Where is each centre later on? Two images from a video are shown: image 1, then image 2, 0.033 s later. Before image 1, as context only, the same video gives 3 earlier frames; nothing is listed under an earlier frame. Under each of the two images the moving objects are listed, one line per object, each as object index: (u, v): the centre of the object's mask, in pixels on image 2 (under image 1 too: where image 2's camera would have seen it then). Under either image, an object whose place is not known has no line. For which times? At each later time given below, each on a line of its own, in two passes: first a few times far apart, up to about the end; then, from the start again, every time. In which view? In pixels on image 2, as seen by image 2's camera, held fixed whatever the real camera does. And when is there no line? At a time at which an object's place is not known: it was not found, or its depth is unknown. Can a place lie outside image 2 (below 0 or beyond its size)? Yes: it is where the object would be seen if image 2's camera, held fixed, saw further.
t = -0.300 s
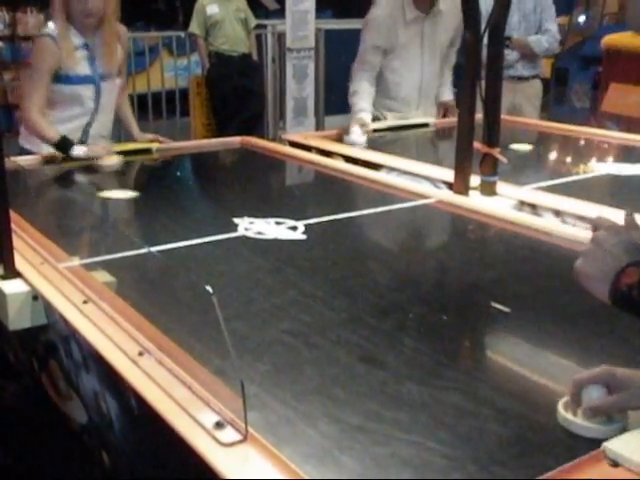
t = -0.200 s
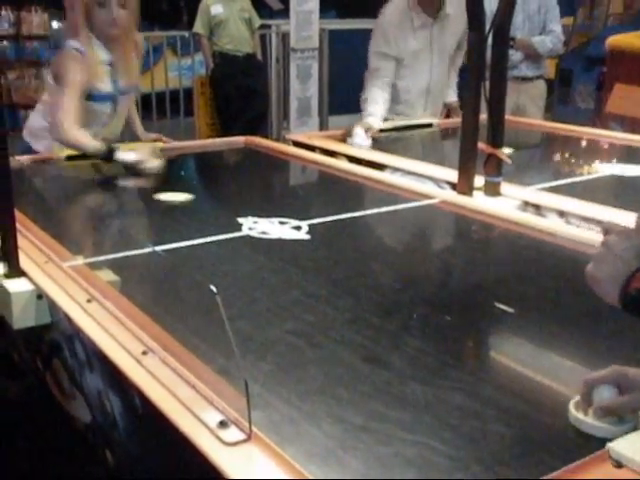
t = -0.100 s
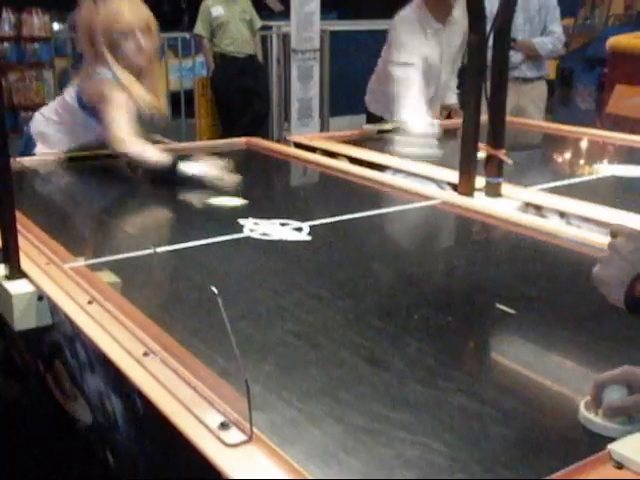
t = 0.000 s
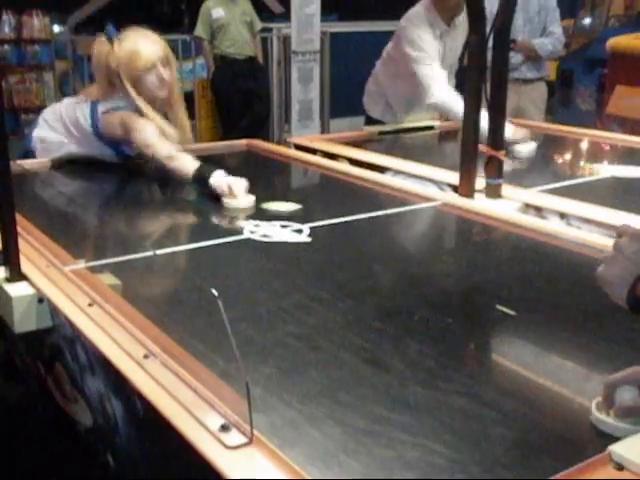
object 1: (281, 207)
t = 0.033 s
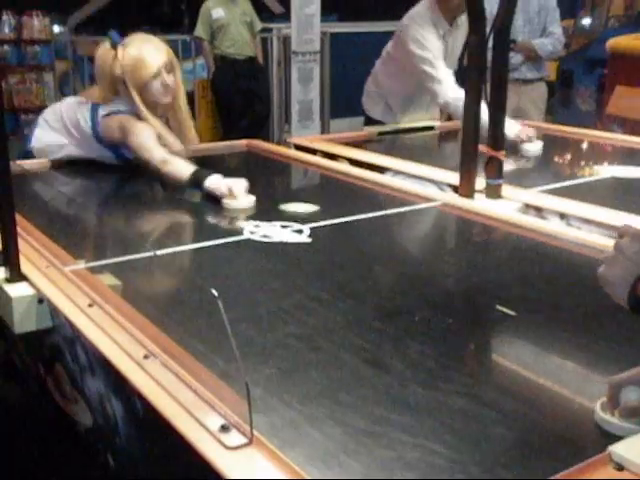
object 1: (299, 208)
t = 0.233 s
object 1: (412, 214)
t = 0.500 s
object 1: (472, 235)
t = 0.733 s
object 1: (459, 267)
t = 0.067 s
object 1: (317, 209)
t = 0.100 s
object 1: (336, 210)
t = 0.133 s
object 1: (353, 211)
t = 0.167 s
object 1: (372, 212)
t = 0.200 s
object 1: (391, 213)
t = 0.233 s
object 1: (412, 214)
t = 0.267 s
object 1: (429, 214)
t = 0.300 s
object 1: (448, 216)
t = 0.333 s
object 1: (467, 217)
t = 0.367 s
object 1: (478, 219)
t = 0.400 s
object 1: (476, 223)
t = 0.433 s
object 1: (475, 227)
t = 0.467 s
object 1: (473, 230)
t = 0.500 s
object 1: (472, 235)
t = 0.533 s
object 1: (470, 239)
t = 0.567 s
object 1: (468, 243)
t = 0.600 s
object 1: (467, 247)
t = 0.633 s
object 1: (465, 252)
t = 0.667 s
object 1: (463, 257)
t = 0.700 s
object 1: (461, 261)
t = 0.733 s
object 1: (459, 267)
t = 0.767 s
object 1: (457, 272)
